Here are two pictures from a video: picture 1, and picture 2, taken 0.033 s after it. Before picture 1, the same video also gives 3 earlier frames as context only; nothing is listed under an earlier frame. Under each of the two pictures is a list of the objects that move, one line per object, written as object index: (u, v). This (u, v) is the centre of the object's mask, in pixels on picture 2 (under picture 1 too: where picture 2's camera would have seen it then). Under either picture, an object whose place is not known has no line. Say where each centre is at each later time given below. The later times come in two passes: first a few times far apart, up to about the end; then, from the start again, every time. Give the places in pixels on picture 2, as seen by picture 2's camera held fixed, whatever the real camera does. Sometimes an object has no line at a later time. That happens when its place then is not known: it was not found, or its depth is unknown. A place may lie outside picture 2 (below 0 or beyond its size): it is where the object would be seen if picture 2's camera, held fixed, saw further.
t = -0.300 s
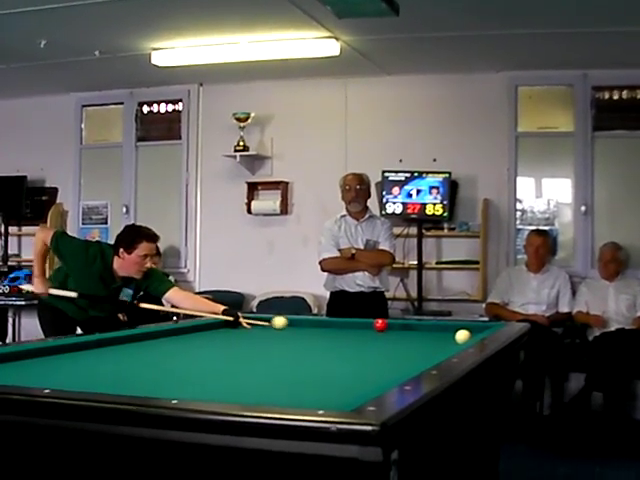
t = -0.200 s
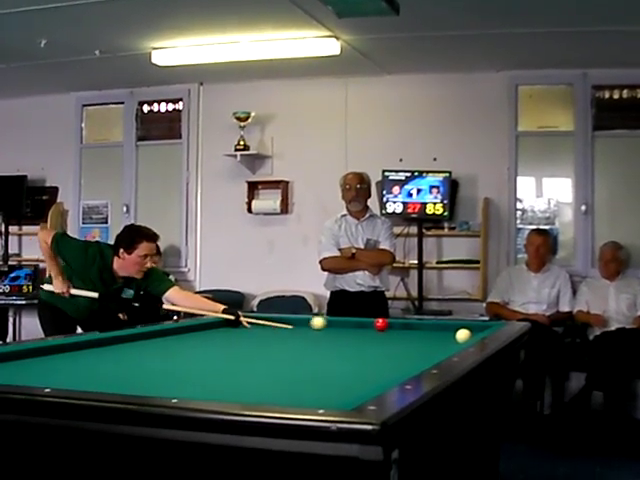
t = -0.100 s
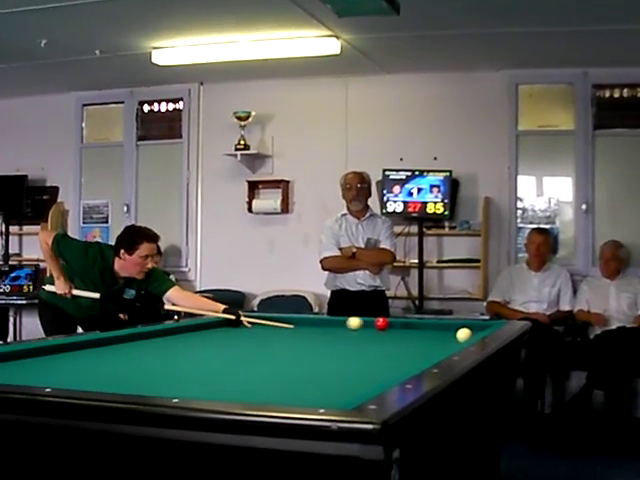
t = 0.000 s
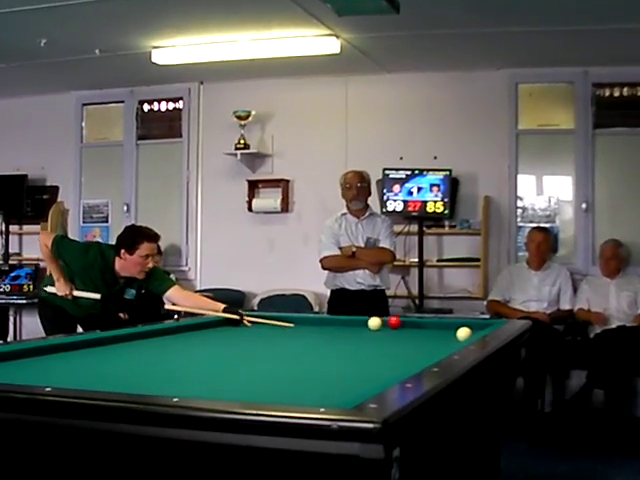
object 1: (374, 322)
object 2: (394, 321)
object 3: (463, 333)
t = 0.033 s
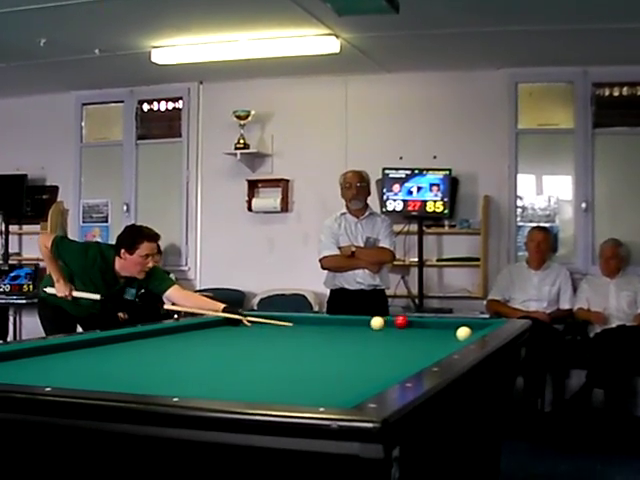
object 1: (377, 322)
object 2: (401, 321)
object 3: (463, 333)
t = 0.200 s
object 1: (389, 324)
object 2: (420, 323)
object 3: (463, 332)
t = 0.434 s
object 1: (405, 327)
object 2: (442, 324)
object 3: (463, 333)
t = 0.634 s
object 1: (420, 329)
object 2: (459, 324)
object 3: (463, 333)
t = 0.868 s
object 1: (437, 331)
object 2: (479, 326)
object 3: (463, 333)
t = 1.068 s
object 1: (450, 333)
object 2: (462, 325)
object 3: (466, 333)
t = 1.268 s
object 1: (446, 333)
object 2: (449, 325)
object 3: (464, 333)
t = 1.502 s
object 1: (435, 334)
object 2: (427, 328)
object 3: (463, 333)
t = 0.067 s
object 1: (380, 323)
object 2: (408, 321)
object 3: (463, 333)
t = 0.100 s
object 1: (382, 323)
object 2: (411, 321)
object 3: (463, 332)
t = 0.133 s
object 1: (384, 324)
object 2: (414, 322)
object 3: (463, 333)
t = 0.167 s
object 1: (386, 324)
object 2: (417, 322)
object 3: (463, 333)
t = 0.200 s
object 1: (389, 324)
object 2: (420, 323)
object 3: (463, 332)
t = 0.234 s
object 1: (391, 325)
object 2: (424, 323)
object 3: (463, 333)
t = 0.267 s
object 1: (393, 325)
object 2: (427, 323)
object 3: (463, 333)
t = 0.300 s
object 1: (396, 325)
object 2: (430, 323)
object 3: (463, 333)
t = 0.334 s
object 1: (398, 326)
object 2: (433, 324)
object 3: (463, 333)
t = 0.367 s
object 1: (400, 326)
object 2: (436, 324)
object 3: (463, 333)
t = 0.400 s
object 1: (403, 326)
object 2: (439, 324)
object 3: (463, 333)
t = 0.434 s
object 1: (405, 327)
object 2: (442, 324)
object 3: (463, 333)
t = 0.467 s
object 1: (408, 327)
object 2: (445, 325)
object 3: (463, 333)
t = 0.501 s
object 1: (410, 327)
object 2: (448, 325)
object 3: (463, 332)
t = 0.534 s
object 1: (413, 328)
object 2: (452, 325)
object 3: (463, 333)
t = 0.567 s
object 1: (415, 328)
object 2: (454, 325)
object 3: (463, 333)
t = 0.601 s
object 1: (417, 328)
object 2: (456, 325)
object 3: (463, 333)
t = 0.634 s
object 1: (420, 329)
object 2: (459, 324)
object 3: (463, 333)
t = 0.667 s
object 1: (422, 329)
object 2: (464, 324)
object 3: (463, 333)
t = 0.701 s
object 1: (424, 329)
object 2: (467, 324)
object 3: (463, 333)
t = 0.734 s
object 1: (427, 329)
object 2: (470, 325)
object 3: (463, 333)
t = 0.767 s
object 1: (430, 330)
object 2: (473, 326)
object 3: (463, 333)
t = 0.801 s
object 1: (432, 330)
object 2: (476, 326)
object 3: (463, 333)
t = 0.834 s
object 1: (434, 330)
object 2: (478, 326)
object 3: (463, 333)
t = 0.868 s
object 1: (437, 331)
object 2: (479, 326)
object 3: (463, 333)
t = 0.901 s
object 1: (440, 331)
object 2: (476, 326)
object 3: (463, 333)
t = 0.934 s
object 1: (443, 331)
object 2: (474, 327)
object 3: (463, 333)
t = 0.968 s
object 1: (445, 332)
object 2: (473, 326)
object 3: (463, 333)
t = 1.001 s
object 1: (448, 332)
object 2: (470, 326)
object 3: (464, 333)
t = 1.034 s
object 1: (450, 332)
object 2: (466, 325)
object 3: (464, 333)
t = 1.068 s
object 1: (450, 333)
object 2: (462, 325)
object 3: (466, 333)
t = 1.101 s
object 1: (450, 333)
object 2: (460, 326)
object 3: (468, 332)
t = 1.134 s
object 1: (450, 333)
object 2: (459, 326)
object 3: (467, 332)
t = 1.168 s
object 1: (449, 333)
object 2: (457, 325)
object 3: (465, 333)
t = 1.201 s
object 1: (449, 333)
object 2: (454, 325)
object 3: (464, 333)
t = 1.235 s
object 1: (447, 333)
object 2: (452, 326)
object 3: (464, 333)
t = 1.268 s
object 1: (446, 333)
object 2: (449, 325)
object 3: (464, 333)
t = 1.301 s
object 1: (444, 333)
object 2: (447, 325)
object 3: (464, 333)
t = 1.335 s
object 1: (443, 334)
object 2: (443, 325)
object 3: (464, 333)
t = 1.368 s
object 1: (441, 334)
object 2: (440, 325)
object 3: (464, 333)
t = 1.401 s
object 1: (440, 334)
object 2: (435, 327)
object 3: (463, 333)
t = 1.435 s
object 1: (438, 334)
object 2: (431, 328)
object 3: (463, 333)
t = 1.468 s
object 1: (436, 334)
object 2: (429, 328)
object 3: (463, 333)
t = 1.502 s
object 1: (435, 334)
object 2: (427, 328)
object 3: (463, 333)
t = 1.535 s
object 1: (434, 334)
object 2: (424, 330)
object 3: (463, 333)
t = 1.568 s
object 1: (429, 335)
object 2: (419, 330)
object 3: (460, 333)
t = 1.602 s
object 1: (429, 335)
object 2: (417, 331)
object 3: (461, 333)
